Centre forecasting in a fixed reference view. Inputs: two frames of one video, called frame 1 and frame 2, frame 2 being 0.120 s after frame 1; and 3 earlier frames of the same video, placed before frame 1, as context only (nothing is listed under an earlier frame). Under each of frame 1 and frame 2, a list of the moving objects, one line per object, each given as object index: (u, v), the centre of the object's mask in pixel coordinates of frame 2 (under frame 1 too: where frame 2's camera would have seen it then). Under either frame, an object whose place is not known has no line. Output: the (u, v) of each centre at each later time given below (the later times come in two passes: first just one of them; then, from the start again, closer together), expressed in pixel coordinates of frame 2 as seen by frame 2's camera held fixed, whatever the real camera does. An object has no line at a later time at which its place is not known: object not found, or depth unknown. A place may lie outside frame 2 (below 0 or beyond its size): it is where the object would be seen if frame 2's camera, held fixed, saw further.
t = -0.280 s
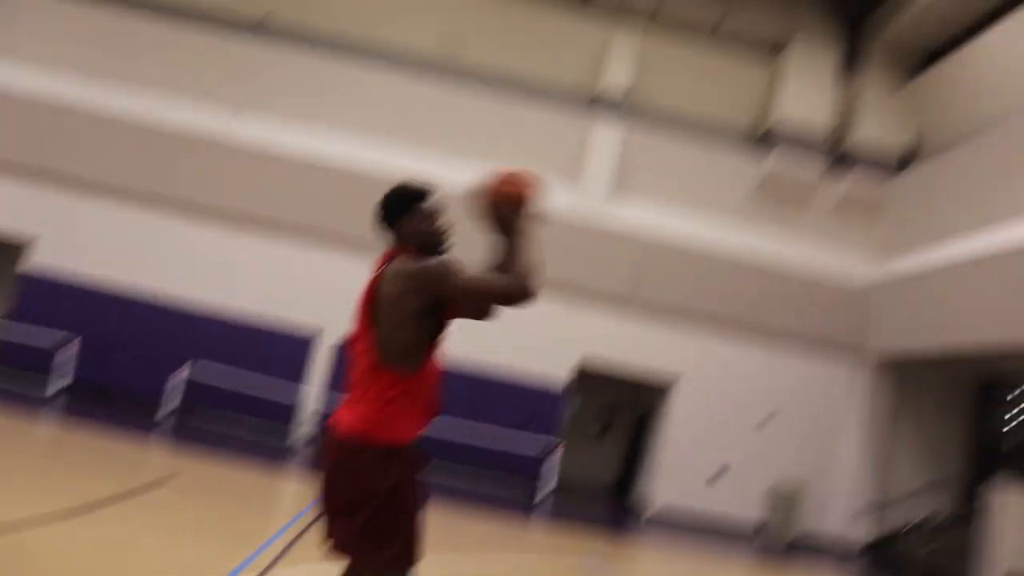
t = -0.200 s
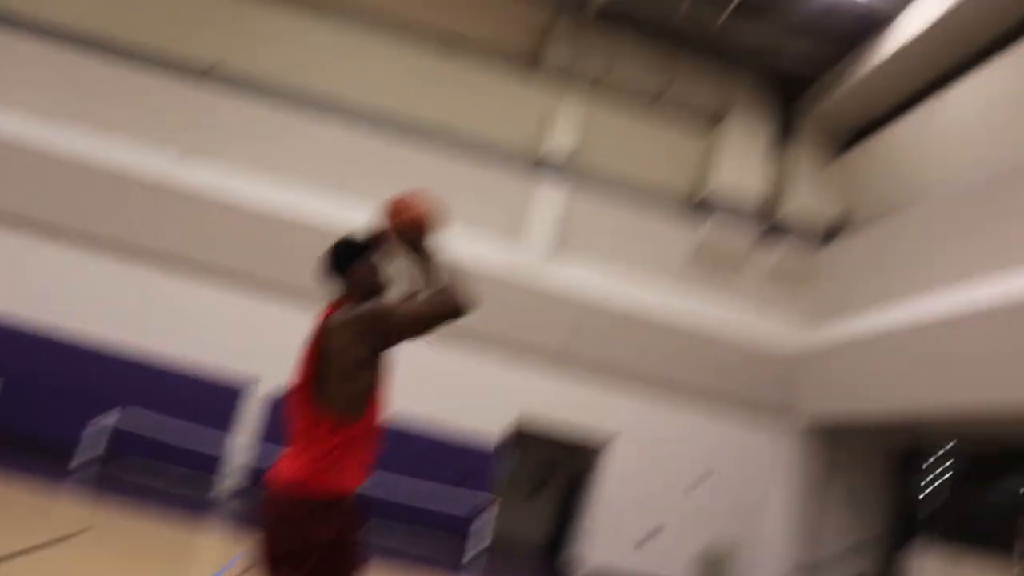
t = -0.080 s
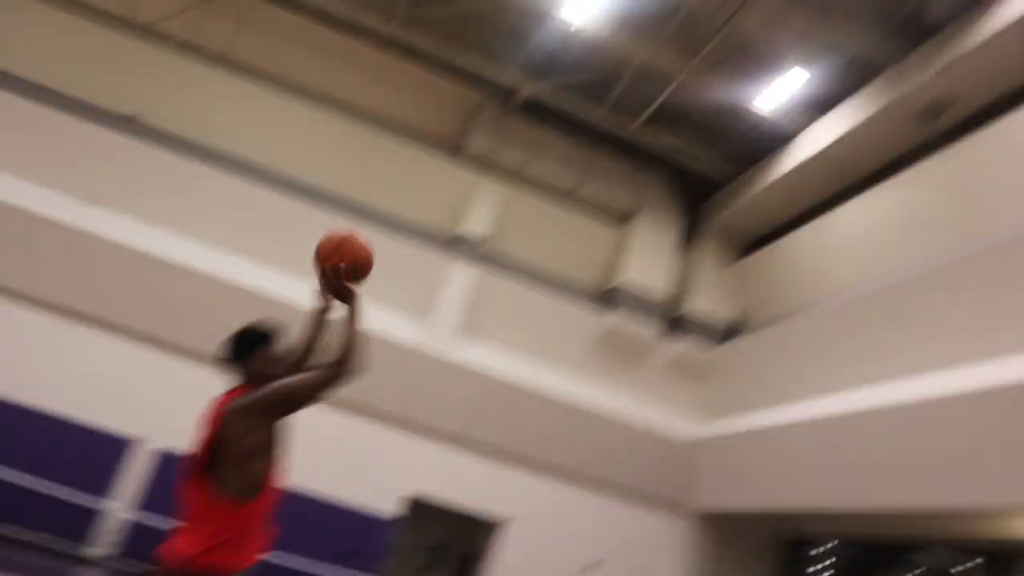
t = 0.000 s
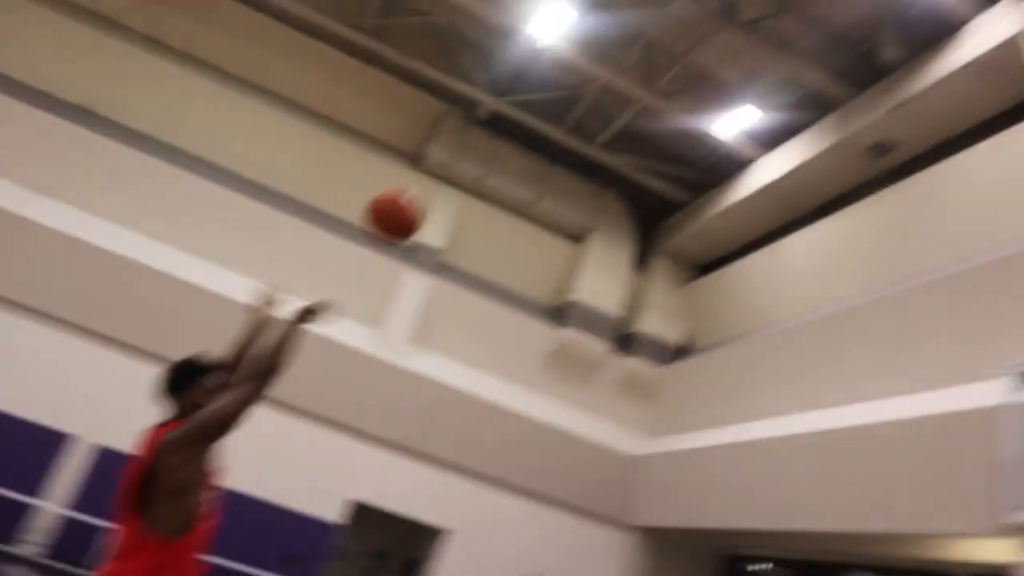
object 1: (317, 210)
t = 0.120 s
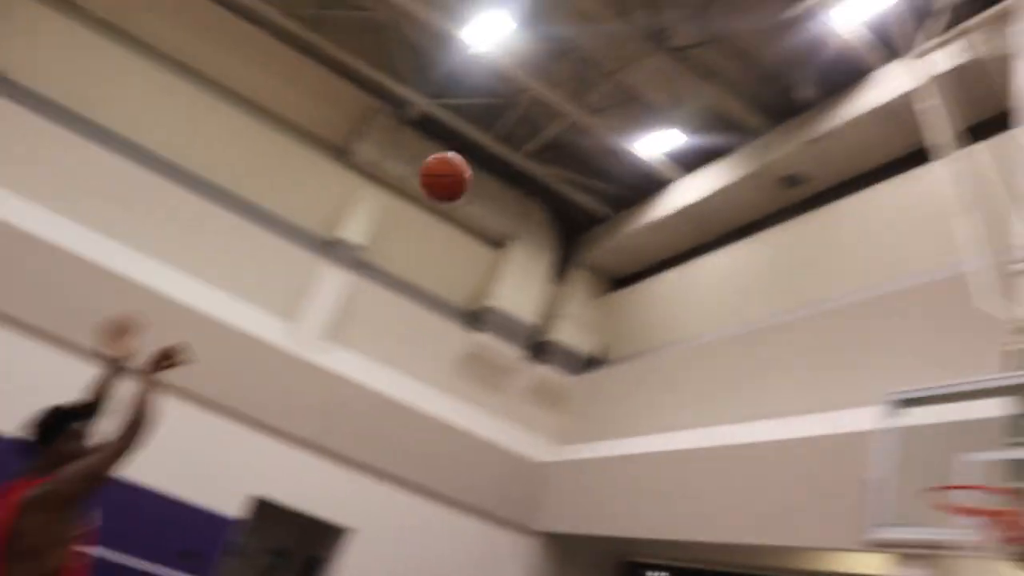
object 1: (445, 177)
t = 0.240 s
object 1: (547, 171)
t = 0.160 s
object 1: (481, 172)
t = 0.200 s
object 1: (515, 170)
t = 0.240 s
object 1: (547, 171)
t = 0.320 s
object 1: (601, 178)
